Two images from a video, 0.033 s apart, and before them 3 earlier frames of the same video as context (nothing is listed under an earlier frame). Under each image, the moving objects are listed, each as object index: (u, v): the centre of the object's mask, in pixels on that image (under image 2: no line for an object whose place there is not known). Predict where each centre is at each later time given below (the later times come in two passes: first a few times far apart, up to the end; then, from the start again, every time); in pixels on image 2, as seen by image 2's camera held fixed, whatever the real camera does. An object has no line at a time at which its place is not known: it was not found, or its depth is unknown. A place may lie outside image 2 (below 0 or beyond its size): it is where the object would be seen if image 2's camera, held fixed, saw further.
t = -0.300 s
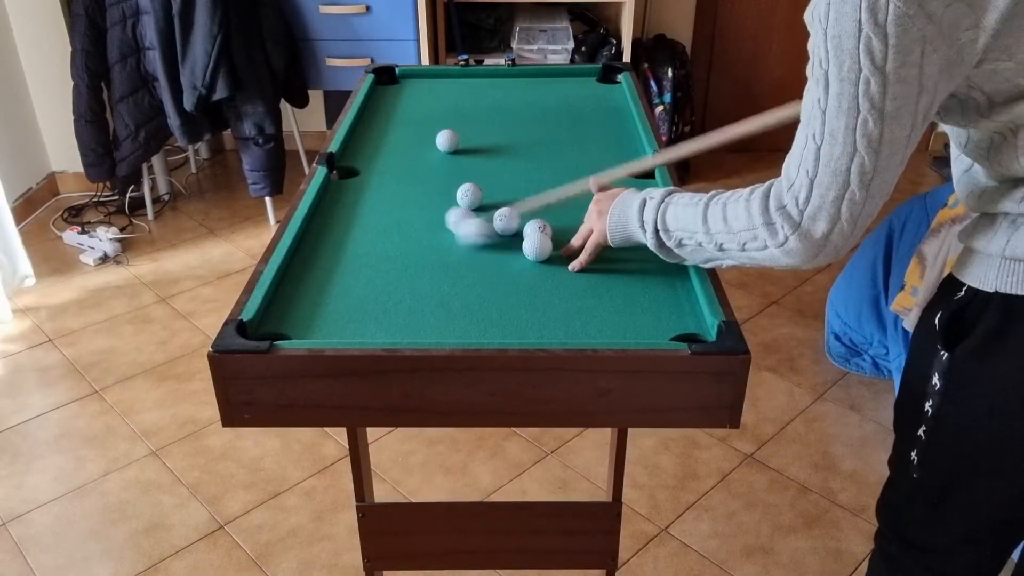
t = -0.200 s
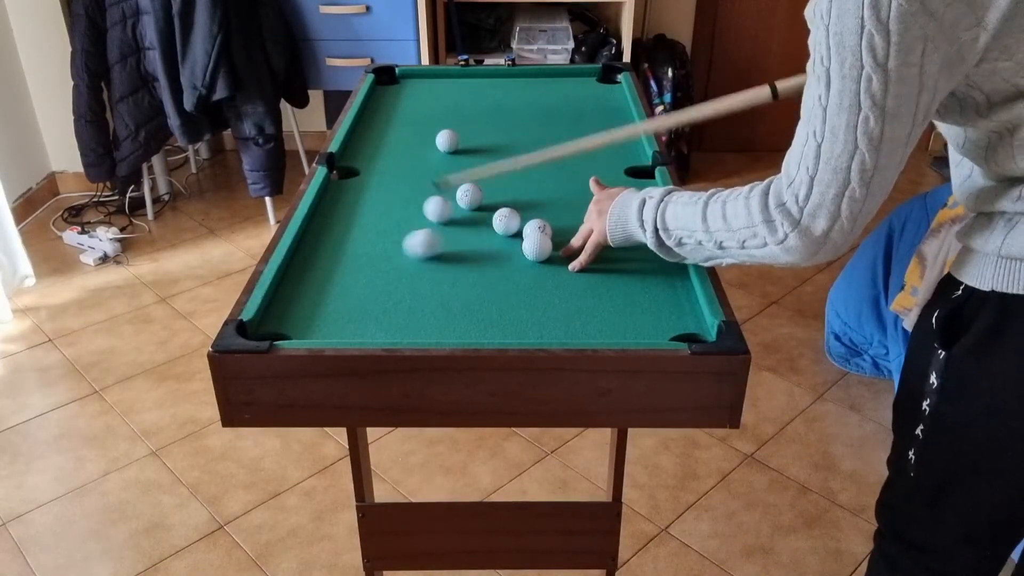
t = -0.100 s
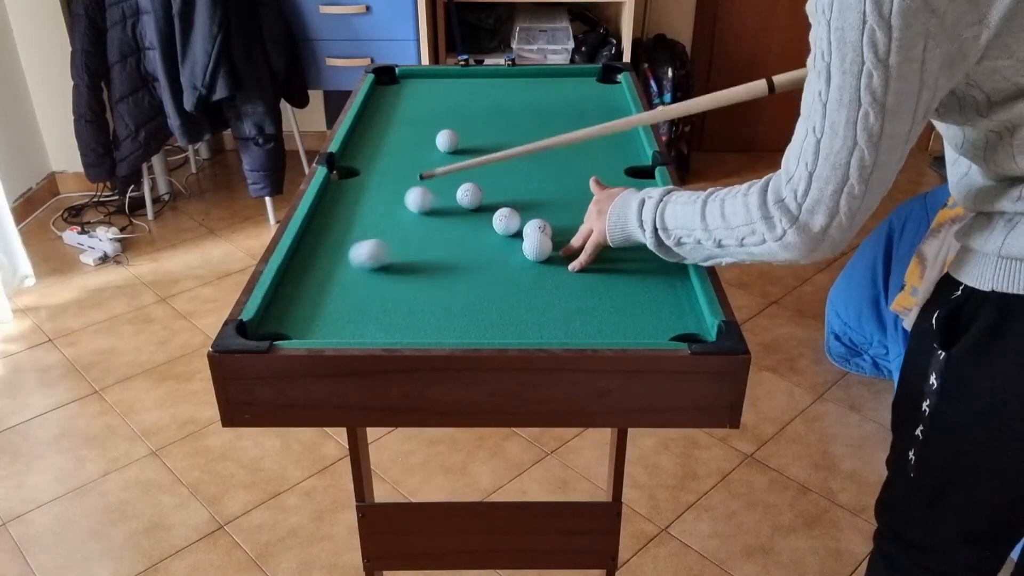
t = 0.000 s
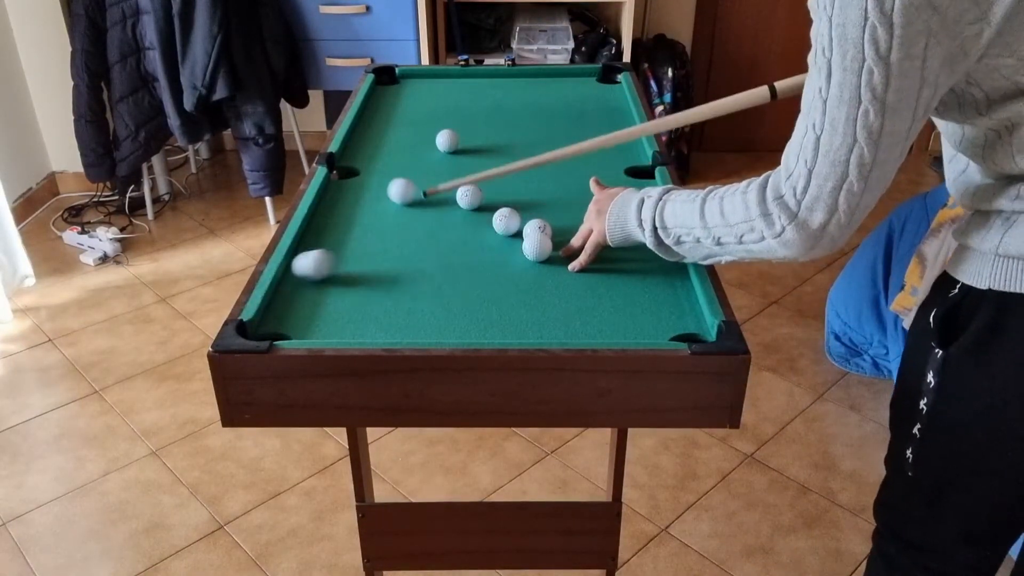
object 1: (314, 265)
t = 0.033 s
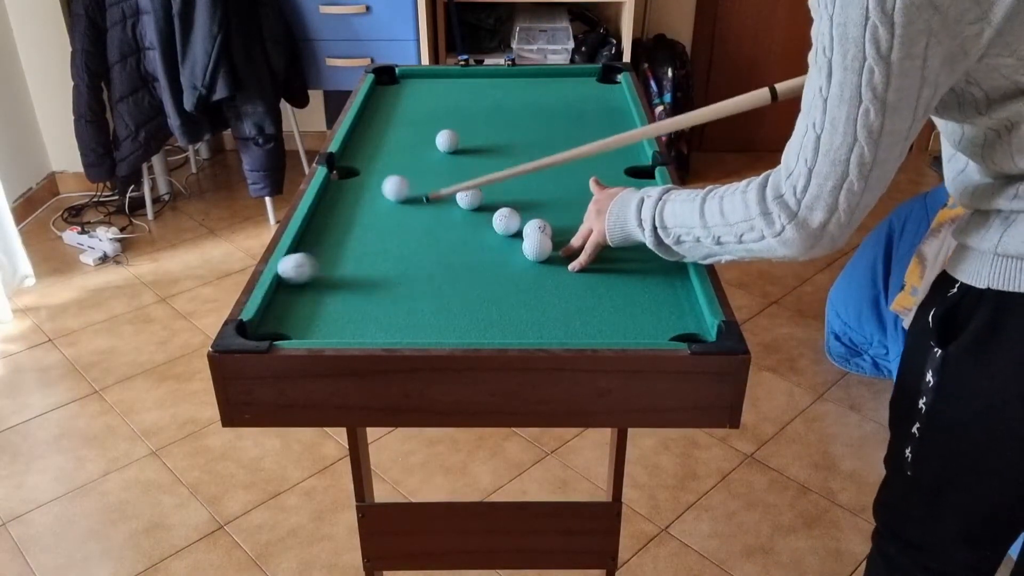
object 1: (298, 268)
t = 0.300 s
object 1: (350, 295)
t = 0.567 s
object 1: (403, 322)
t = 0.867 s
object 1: (462, 322)
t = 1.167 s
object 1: (511, 310)
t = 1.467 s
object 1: (553, 300)
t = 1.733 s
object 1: (585, 292)
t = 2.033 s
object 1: (616, 285)
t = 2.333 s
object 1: (642, 280)
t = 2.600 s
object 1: (661, 276)
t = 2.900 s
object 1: (675, 272)
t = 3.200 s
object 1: (671, 271)
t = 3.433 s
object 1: (672, 271)
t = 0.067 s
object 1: (299, 270)
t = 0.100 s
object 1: (309, 274)
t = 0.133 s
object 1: (317, 278)
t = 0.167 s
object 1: (324, 281)
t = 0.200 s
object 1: (330, 285)
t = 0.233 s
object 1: (337, 289)
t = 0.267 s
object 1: (343, 292)
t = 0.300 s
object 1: (350, 295)
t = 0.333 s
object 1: (357, 299)
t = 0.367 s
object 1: (364, 302)
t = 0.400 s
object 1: (370, 305)
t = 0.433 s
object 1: (377, 308)
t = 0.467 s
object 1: (384, 312)
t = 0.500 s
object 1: (390, 315)
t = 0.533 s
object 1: (397, 319)
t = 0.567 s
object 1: (403, 322)
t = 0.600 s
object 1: (410, 324)
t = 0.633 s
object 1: (417, 327)
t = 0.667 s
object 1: (424, 328)
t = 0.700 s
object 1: (430, 327)
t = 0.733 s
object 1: (436, 326)
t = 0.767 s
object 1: (443, 325)
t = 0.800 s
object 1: (449, 324)
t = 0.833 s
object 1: (456, 323)
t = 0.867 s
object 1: (462, 322)
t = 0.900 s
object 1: (468, 321)
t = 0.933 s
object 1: (473, 320)
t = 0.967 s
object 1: (479, 318)
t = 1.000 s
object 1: (484, 317)
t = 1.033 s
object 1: (490, 316)
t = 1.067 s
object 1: (495, 314)
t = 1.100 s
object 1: (500, 313)
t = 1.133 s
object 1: (506, 311)
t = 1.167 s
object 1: (511, 310)
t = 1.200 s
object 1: (516, 309)
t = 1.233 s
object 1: (520, 308)
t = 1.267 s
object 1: (525, 306)
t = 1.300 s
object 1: (530, 306)
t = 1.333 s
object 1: (535, 304)
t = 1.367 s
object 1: (540, 303)
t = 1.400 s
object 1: (544, 302)
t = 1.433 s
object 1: (549, 301)
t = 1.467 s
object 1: (553, 300)
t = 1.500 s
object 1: (557, 299)
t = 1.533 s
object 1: (562, 298)
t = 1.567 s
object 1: (566, 297)
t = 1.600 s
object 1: (570, 296)
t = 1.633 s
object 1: (574, 295)
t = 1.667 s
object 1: (578, 294)
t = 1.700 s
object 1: (581, 293)
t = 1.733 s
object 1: (585, 292)
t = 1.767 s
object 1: (589, 291)
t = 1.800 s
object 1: (592, 290)
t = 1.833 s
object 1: (596, 289)
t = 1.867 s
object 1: (599, 289)
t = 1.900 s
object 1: (603, 288)
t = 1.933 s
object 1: (606, 287)
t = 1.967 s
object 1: (609, 286)
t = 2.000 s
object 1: (612, 286)
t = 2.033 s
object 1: (616, 285)
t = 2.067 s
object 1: (619, 284)
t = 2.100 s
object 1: (622, 284)
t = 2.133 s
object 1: (625, 283)
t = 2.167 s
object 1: (628, 282)
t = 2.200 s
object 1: (631, 282)
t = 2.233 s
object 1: (634, 281)
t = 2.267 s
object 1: (636, 281)
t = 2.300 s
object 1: (639, 280)
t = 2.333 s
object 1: (642, 280)
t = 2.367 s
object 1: (645, 279)
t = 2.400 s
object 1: (647, 279)
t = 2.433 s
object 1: (650, 278)
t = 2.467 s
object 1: (652, 278)
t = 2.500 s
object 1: (655, 277)
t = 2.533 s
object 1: (657, 277)
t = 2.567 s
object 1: (659, 276)
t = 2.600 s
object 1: (661, 276)
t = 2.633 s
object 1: (663, 275)
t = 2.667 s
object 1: (665, 275)
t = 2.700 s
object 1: (667, 275)
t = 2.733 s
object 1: (669, 274)
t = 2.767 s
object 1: (671, 274)
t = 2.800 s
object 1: (672, 273)
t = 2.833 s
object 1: (674, 273)
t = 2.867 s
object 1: (676, 273)
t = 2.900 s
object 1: (675, 272)
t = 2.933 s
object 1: (674, 272)
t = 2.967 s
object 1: (674, 272)
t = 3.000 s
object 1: (673, 272)
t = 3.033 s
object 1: (672, 271)
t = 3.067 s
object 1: (672, 271)
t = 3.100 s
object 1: (671, 271)
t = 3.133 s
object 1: (671, 271)
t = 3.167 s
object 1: (671, 271)
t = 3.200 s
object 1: (671, 271)
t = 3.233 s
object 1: (671, 271)
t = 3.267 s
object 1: (671, 271)
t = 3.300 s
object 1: (671, 271)
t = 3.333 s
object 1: (671, 271)
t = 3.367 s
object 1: (671, 271)
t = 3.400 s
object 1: (672, 271)
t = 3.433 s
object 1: (672, 271)
